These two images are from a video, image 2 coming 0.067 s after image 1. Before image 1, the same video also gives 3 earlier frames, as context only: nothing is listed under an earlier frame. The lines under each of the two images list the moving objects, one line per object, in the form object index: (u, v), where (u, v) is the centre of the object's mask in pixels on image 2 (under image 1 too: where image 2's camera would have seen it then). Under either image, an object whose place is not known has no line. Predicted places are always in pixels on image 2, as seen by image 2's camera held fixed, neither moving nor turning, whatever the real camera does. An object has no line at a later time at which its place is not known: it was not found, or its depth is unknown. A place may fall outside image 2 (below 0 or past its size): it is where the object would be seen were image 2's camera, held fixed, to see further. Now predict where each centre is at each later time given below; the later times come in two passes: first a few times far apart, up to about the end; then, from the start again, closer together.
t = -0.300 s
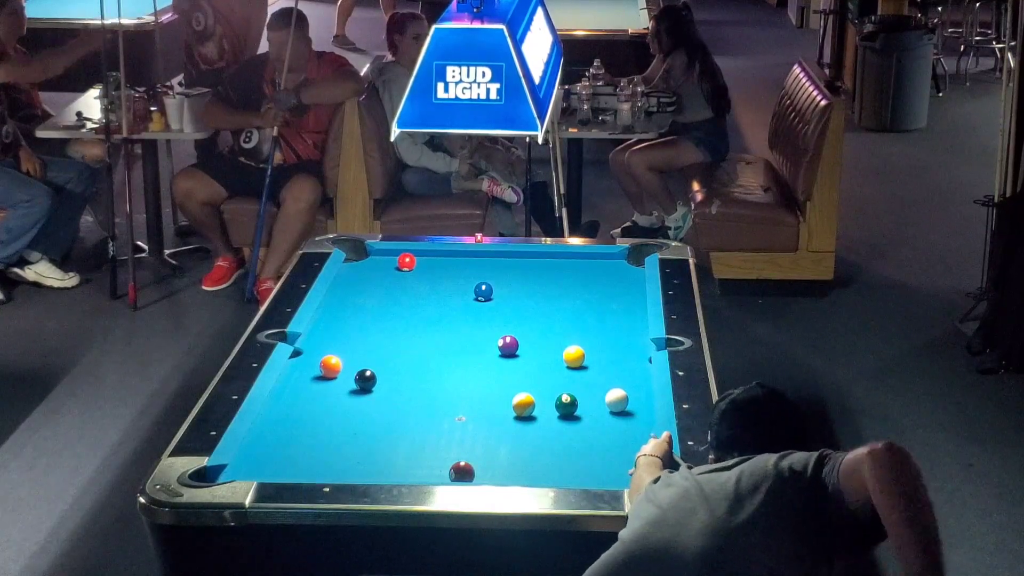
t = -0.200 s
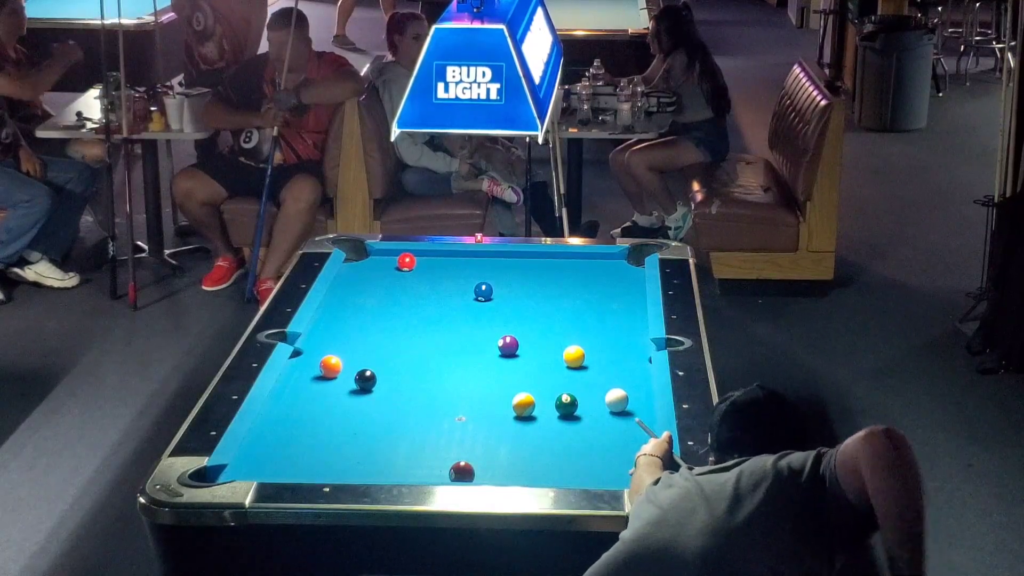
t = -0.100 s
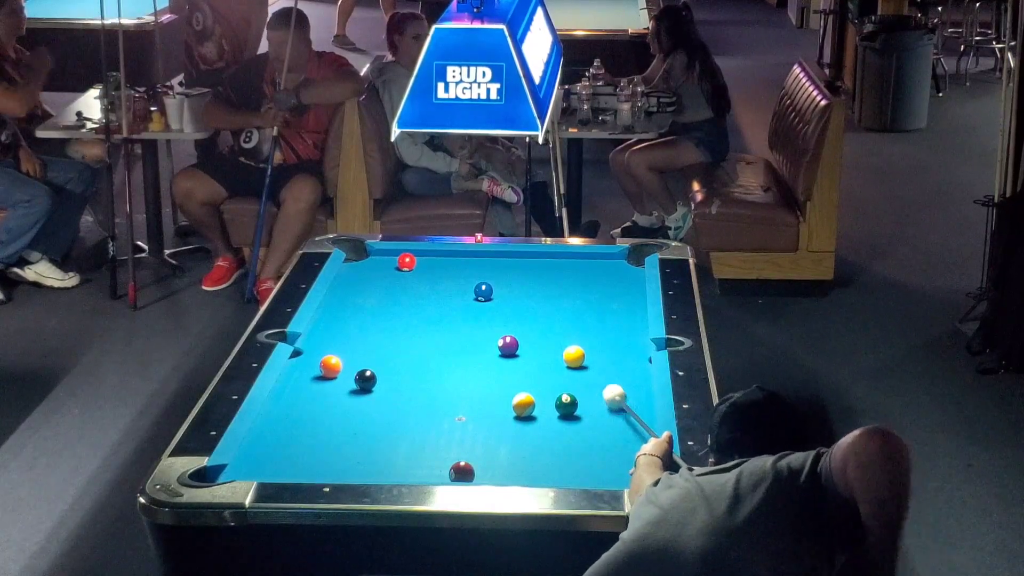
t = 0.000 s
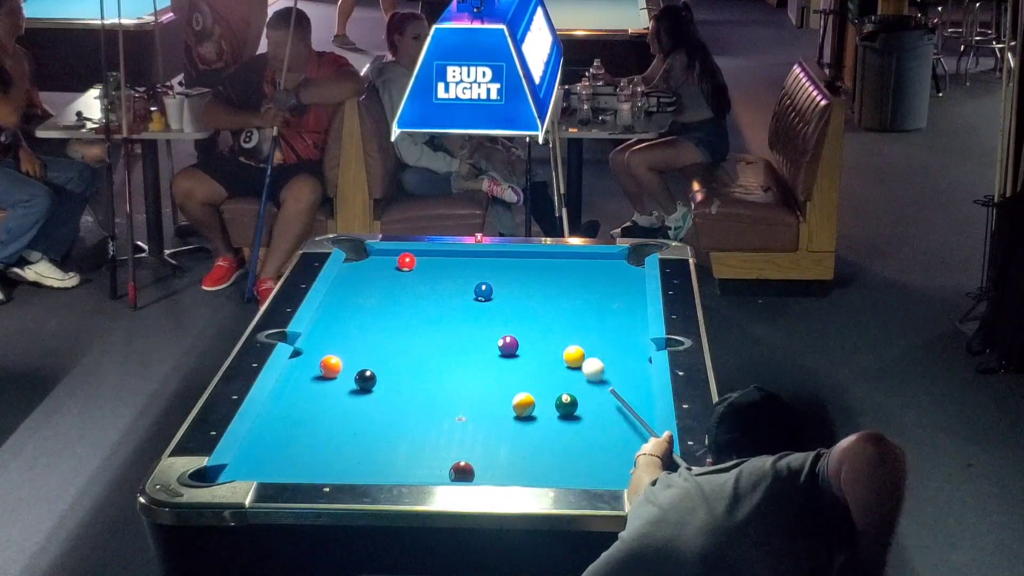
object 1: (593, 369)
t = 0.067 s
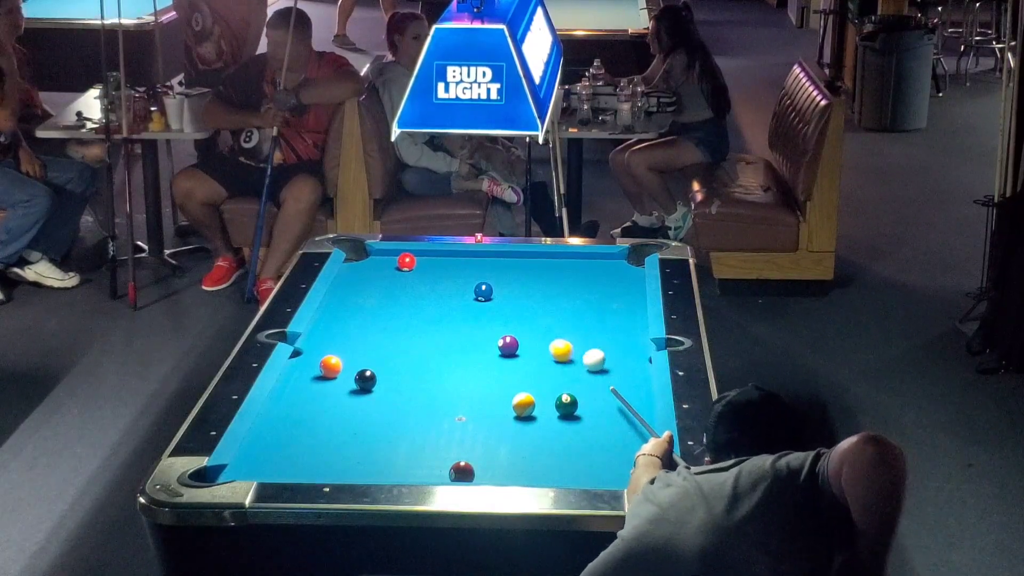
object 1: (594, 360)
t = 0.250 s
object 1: (619, 344)
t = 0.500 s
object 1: (636, 322)
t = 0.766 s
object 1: (622, 304)
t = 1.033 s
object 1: (610, 287)
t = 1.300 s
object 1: (599, 273)
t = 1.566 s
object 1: (590, 260)
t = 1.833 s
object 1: (580, 259)
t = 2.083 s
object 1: (572, 264)
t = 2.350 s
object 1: (565, 269)
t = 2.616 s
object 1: (558, 273)
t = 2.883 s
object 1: (552, 276)
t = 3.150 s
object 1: (548, 279)
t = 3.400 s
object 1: (545, 282)
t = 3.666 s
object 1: (543, 284)
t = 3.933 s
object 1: (542, 285)
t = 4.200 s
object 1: (542, 285)
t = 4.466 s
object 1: (543, 286)
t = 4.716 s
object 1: (543, 286)
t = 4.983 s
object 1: (543, 286)
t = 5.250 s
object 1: (543, 286)
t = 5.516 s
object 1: (543, 286)
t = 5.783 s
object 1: (543, 286)
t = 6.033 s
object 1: (543, 286)
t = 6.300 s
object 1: (543, 286)
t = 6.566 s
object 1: (543, 286)
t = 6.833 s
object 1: (543, 286)
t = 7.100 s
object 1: (543, 286)
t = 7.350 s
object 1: (543, 286)
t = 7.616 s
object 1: (543, 286)
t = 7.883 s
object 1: (543, 286)
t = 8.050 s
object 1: (543, 286)
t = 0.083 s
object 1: (597, 358)
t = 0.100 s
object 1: (600, 357)
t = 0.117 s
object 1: (602, 356)
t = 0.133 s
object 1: (605, 354)
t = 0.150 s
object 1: (607, 353)
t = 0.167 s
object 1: (610, 352)
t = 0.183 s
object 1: (612, 350)
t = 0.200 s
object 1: (613, 349)
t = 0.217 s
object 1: (615, 347)
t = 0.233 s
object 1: (617, 346)
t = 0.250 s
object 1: (619, 344)
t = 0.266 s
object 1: (620, 343)
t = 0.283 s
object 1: (622, 341)
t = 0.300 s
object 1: (623, 339)
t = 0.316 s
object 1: (625, 338)
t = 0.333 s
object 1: (627, 336)
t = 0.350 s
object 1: (628, 335)
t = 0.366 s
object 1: (630, 333)
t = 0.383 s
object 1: (631, 332)
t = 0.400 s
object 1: (633, 330)
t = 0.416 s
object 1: (634, 329)
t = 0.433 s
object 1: (636, 327)
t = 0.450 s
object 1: (637, 326)
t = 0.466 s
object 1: (638, 325)
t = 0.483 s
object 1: (637, 323)
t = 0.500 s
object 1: (636, 322)
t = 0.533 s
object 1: (634, 320)
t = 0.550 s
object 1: (634, 318)
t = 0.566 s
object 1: (633, 317)
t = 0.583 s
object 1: (632, 316)
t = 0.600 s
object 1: (631, 315)
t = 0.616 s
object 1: (630, 314)
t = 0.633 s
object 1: (629, 313)
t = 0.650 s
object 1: (628, 311)
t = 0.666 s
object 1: (628, 310)
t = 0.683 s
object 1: (627, 309)
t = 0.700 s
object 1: (626, 308)
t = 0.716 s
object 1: (625, 307)
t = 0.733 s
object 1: (624, 306)
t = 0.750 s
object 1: (623, 305)
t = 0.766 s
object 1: (622, 304)
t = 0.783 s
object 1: (622, 302)
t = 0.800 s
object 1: (621, 301)
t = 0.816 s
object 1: (620, 300)
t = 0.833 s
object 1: (619, 299)
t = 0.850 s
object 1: (618, 298)
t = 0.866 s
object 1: (618, 297)
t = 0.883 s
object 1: (617, 296)
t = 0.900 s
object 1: (616, 295)
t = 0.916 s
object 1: (615, 294)
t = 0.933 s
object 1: (615, 293)
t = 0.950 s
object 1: (614, 292)
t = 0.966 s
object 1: (613, 291)
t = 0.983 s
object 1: (613, 290)
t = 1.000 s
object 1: (612, 289)
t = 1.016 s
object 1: (611, 288)
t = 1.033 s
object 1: (610, 287)
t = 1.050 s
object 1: (610, 286)
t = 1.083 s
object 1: (608, 284)
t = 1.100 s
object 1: (607, 283)
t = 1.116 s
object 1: (607, 283)
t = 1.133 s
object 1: (606, 282)
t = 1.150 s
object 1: (605, 281)
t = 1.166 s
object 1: (605, 280)
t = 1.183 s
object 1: (604, 279)
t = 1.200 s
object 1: (603, 278)
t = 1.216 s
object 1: (602, 277)
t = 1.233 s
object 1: (602, 276)
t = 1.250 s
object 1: (601, 275)
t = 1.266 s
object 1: (601, 274)
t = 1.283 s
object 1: (600, 274)
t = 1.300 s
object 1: (599, 273)
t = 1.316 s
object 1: (599, 272)
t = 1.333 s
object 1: (598, 271)
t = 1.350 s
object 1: (597, 270)
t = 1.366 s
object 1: (597, 269)
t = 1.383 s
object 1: (596, 268)
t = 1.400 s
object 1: (595, 268)
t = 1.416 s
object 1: (595, 267)
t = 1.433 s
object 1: (594, 266)
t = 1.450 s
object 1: (593, 265)
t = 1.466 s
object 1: (593, 264)
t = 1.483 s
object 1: (592, 264)
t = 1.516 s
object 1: (591, 262)
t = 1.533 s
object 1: (590, 261)
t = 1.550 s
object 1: (590, 261)
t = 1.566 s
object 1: (590, 260)
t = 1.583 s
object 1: (589, 259)
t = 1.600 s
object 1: (588, 258)
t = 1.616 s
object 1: (588, 257)
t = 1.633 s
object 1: (587, 257)
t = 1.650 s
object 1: (586, 256)
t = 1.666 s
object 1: (586, 256)
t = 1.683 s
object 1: (585, 256)
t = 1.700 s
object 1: (585, 257)
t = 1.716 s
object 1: (584, 257)
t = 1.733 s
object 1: (584, 257)
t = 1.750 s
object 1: (583, 258)
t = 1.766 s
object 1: (582, 258)
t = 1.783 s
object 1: (582, 258)
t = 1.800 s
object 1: (581, 259)
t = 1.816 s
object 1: (581, 259)
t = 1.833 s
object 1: (580, 259)
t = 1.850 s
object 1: (579, 260)
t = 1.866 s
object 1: (579, 260)
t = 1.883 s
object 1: (579, 260)
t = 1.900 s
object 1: (578, 260)
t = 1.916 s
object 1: (577, 261)
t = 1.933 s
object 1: (577, 261)
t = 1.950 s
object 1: (576, 261)
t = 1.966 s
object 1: (576, 262)
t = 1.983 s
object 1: (575, 262)
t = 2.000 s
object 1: (575, 262)
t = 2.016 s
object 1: (574, 263)
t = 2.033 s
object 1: (574, 263)
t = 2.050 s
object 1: (573, 263)
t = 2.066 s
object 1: (573, 264)
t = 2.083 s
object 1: (572, 264)
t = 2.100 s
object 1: (572, 264)
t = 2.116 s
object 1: (572, 265)
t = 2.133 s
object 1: (571, 265)
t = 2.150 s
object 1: (571, 265)
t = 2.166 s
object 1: (570, 265)
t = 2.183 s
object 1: (570, 266)
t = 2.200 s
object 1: (569, 266)
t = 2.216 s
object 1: (569, 266)
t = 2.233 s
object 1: (568, 267)
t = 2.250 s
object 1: (568, 267)
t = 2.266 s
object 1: (567, 267)
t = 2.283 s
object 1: (567, 267)
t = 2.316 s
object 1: (566, 268)
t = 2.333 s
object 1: (565, 268)
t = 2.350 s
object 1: (565, 269)
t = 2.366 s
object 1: (564, 269)
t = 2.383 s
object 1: (564, 269)
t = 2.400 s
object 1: (563, 269)
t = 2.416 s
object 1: (563, 269)
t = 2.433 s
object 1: (563, 270)
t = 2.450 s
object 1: (562, 270)
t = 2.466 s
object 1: (562, 270)
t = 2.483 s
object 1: (562, 271)
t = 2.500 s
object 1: (561, 271)
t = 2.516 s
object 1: (561, 271)
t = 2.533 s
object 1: (560, 271)
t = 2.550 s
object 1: (560, 272)
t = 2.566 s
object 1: (560, 272)
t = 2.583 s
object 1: (559, 272)
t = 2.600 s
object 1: (559, 273)
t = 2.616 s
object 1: (558, 273)
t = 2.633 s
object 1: (558, 273)
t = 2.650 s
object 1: (557, 273)
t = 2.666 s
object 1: (557, 273)
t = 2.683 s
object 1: (557, 274)
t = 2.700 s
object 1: (556, 274)
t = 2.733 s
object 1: (556, 274)
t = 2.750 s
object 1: (555, 275)
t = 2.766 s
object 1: (555, 275)
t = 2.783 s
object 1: (554, 275)
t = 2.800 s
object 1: (554, 275)
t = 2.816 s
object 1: (554, 276)
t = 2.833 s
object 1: (553, 276)
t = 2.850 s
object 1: (553, 276)
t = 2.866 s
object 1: (553, 276)
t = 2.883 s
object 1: (552, 276)
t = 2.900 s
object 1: (552, 277)
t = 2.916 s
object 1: (552, 277)
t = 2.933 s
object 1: (551, 277)
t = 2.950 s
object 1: (551, 277)
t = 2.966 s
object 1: (551, 277)
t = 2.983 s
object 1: (550, 277)
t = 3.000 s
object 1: (550, 278)
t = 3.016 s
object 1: (550, 278)
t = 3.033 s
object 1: (549, 278)
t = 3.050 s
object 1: (549, 278)
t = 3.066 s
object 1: (549, 278)
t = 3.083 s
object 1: (549, 279)
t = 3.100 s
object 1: (548, 279)
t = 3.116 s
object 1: (548, 279)
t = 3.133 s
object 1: (548, 279)
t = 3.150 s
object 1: (548, 279)
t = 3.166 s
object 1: (547, 279)
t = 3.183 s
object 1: (547, 280)
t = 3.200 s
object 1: (547, 280)
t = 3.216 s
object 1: (547, 280)
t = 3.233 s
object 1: (546, 280)
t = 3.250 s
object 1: (546, 280)
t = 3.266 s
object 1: (546, 280)
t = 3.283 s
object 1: (546, 280)
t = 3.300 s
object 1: (545, 281)
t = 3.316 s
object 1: (545, 281)
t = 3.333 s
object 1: (545, 281)
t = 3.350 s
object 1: (545, 281)
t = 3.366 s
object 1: (545, 281)
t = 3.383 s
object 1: (545, 282)
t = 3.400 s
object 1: (545, 282)
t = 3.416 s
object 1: (545, 282)
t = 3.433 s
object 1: (544, 282)
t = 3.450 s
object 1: (544, 282)
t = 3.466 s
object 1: (544, 282)
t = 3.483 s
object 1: (544, 282)
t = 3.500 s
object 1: (544, 283)
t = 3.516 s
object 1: (544, 283)
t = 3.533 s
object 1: (544, 283)
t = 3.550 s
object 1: (544, 283)
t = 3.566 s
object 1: (544, 283)
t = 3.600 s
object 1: (544, 283)
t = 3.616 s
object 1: (544, 283)
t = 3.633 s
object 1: (543, 283)
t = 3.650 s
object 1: (543, 283)
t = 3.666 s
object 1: (543, 284)
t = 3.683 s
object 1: (543, 284)
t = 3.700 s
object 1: (543, 284)
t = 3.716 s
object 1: (543, 284)
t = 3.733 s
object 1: (543, 284)
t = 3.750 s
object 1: (543, 284)
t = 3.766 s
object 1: (543, 284)
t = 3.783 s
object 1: (543, 284)
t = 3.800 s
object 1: (543, 284)
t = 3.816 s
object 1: (543, 284)
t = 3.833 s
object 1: (543, 284)
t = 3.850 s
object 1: (543, 285)
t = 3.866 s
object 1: (543, 285)
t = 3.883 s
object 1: (542, 285)
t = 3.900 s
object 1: (542, 285)
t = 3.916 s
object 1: (542, 285)
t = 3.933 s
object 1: (542, 285)
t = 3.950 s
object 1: (542, 285)
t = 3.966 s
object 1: (542, 285)
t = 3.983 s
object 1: (542, 285)
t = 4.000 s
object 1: (542, 285)
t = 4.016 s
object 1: (542, 285)
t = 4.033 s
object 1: (542, 285)
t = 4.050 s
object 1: (542, 285)
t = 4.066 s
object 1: (542, 285)
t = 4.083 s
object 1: (542, 285)
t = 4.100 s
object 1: (542, 285)
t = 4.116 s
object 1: (542, 285)
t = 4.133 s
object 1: (542, 285)
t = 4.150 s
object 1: (542, 285)
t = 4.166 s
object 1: (542, 285)
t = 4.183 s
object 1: (542, 285)
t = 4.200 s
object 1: (542, 285)
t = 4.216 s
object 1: (542, 285)
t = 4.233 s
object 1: (542, 286)
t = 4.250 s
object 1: (542, 286)
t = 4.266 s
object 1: (542, 286)
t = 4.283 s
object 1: (542, 286)
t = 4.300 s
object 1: (542, 286)
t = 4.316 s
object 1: (542, 286)
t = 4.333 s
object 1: (542, 286)
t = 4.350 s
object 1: (542, 286)
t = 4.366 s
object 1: (542, 286)
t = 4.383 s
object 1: (542, 286)
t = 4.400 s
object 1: (542, 286)
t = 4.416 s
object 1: (543, 286)
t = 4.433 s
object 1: (543, 286)
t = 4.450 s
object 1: (542, 286)
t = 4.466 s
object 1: (543, 286)
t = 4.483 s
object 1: (543, 286)
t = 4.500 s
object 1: (543, 286)
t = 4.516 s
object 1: (543, 286)
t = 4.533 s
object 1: (543, 286)
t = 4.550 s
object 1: (543, 286)
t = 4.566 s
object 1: (543, 286)
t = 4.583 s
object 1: (543, 286)
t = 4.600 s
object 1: (543, 286)
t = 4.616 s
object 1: (543, 286)
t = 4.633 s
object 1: (543, 286)
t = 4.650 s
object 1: (543, 286)
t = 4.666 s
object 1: (543, 286)
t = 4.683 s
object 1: (543, 286)
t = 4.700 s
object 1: (543, 286)
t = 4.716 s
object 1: (543, 286)
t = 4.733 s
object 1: (543, 286)
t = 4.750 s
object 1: (543, 286)
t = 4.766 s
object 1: (543, 286)
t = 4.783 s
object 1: (543, 286)
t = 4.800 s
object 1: (543, 286)
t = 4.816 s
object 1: (543, 286)
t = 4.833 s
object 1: (543, 286)
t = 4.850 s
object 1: (543, 286)
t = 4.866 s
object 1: (543, 286)
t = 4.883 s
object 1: (543, 286)
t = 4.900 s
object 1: (543, 286)
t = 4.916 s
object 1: (543, 286)
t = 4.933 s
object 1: (543, 286)
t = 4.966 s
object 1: (543, 286)
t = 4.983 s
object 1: (543, 286)
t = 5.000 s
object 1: (543, 286)
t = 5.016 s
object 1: (543, 286)
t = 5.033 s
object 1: (543, 286)
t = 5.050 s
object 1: (543, 286)
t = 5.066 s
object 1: (543, 286)
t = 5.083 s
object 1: (543, 286)
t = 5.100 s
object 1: (543, 286)
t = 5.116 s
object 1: (543, 286)
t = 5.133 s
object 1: (543, 286)
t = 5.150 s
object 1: (543, 286)
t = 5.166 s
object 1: (543, 286)
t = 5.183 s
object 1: (543, 286)
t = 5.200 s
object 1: (543, 286)
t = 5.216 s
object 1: (543, 286)
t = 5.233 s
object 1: (543, 286)
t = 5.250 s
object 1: (543, 286)
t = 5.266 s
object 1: (543, 286)
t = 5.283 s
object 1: (543, 286)
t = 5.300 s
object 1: (543, 286)
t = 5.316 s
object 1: (543, 286)
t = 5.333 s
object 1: (543, 286)
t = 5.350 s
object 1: (543, 286)
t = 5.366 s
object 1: (543, 286)
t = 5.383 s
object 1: (543, 286)
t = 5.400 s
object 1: (543, 286)
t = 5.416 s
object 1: (543, 286)
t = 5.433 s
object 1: (543, 286)
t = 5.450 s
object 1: (543, 286)
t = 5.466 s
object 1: (543, 286)
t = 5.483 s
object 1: (543, 286)
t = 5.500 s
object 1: (543, 286)
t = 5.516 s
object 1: (543, 286)
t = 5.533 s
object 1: (543, 286)
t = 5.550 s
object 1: (543, 286)
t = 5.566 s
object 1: (543, 286)
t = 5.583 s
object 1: (543, 286)
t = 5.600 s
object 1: (543, 286)
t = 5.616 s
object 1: (543, 286)
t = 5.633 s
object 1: (543, 286)
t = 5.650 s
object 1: (543, 286)
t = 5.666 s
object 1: (543, 286)
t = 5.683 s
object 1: (543, 286)
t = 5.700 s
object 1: (543, 286)
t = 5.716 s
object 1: (543, 286)
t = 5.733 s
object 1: (543, 286)
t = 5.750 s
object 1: (543, 286)
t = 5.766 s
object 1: (543, 286)
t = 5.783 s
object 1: (543, 286)
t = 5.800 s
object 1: (543, 286)
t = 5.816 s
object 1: (543, 286)
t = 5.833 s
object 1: (543, 286)
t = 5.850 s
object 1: (543, 286)
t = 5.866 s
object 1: (543, 286)
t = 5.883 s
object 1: (543, 286)
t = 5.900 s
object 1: (543, 286)
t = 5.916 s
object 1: (543, 286)
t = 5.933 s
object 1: (543, 286)
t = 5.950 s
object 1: (543, 286)
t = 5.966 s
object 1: (543, 286)
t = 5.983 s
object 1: (543, 286)
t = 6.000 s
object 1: (543, 286)
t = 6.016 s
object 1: (543, 286)
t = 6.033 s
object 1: (543, 286)
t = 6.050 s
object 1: (543, 286)
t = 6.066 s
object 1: (543, 286)
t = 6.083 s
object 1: (543, 286)
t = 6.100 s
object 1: (543, 286)
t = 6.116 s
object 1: (543, 286)
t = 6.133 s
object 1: (543, 286)
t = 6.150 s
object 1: (543, 286)
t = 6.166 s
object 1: (543, 286)
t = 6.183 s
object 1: (543, 286)
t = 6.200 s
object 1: (543, 286)
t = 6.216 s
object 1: (543, 286)
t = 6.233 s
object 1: (543, 286)
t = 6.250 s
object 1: (543, 286)
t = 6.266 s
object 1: (543, 286)
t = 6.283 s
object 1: (543, 286)
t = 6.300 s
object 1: (543, 286)
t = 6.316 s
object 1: (543, 286)
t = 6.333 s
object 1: (543, 286)
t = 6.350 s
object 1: (543, 286)
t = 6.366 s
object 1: (543, 286)
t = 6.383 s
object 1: (543, 286)
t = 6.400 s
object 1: (543, 286)
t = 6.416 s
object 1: (543, 286)
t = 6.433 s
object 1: (543, 286)
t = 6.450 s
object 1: (543, 286)
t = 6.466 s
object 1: (543, 286)
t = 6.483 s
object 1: (543, 286)
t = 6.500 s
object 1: (543, 286)
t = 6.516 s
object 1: (543, 286)
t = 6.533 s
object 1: (543, 286)
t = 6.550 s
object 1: (543, 286)
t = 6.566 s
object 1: (543, 286)
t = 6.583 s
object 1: (543, 286)
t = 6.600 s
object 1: (543, 286)
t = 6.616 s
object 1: (543, 286)
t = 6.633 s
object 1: (543, 286)
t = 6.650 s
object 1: (543, 286)
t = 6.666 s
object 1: (543, 286)
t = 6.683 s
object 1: (543, 286)
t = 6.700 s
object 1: (543, 286)
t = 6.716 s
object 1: (543, 286)
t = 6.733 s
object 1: (543, 286)
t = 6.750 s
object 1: (543, 286)
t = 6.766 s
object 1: (543, 286)
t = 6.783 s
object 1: (543, 286)
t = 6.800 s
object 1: (543, 286)
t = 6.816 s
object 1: (543, 286)
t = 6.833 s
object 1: (543, 286)
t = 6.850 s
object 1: (543, 286)
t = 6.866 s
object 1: (543, 286)
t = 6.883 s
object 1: (543, 286)
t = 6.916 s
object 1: (543, 286)
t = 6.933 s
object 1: (543, 286)
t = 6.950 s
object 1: (543, 286)
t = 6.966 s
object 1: (543, 286)
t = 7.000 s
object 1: (543, 286)
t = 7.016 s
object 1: (543, 286)
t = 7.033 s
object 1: (543, 286)
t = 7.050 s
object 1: (543, 286)
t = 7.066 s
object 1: (543, 286)
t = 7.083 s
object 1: (543, 286)
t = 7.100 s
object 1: (543, 286)
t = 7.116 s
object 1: (543, 286)
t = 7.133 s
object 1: (543, 286)
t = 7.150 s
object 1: (543, 286)
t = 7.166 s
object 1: (543, 286)
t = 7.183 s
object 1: (543, 286)
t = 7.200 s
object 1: (543, 286)
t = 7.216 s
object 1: (543, 286)
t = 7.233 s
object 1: (543, 286)
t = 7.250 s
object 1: (543, 286)
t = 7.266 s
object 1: (543, 286)
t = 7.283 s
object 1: (543, 286)
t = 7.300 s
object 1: (543, 286)
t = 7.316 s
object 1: (543, 286)
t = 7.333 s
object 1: (543, 286)
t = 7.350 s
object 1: (543, 286)
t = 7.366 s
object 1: (543, 286)
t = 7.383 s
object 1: (543, 286)
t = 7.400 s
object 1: (543, 286)
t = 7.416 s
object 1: (543, 286)
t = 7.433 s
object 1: (543, 286)
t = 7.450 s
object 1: (543, 286)
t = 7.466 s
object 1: (543, 286)
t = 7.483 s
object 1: (543, 286)
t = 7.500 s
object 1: (543, 286)
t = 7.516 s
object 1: (543, 286)
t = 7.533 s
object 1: (543, 286)
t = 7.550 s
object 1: (543, 286)
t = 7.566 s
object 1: (543, 286)
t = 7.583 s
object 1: (543, 286)
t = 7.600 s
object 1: (543, 286)
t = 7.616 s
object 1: (543, 286)
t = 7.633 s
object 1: (543, 286)
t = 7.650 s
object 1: (543, 286)
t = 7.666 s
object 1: (543, 286)
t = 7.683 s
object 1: (543, 286)
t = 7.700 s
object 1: (543, 286)
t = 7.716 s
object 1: (543, 286)
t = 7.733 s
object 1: (543, 286)
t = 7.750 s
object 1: (543, 286)
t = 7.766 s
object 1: (543, 286)
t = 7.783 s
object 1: (543, 286)
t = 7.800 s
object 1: (543, 286)
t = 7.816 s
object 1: (543, 286)
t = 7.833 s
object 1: (543, 286)
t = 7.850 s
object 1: (543, 286)
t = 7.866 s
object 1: (543, 286)
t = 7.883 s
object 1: (543, 286)
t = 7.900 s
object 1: (543, 286)
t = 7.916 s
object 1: (543, 286)
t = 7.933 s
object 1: (543, 286)
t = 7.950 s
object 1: (543, 286)
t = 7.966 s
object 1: (543, 286)
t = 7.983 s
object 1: (543, 286)
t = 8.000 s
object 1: (543, 286)
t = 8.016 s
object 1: (543, 286)
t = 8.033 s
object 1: (543, 286)
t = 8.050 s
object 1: (543, 286)
